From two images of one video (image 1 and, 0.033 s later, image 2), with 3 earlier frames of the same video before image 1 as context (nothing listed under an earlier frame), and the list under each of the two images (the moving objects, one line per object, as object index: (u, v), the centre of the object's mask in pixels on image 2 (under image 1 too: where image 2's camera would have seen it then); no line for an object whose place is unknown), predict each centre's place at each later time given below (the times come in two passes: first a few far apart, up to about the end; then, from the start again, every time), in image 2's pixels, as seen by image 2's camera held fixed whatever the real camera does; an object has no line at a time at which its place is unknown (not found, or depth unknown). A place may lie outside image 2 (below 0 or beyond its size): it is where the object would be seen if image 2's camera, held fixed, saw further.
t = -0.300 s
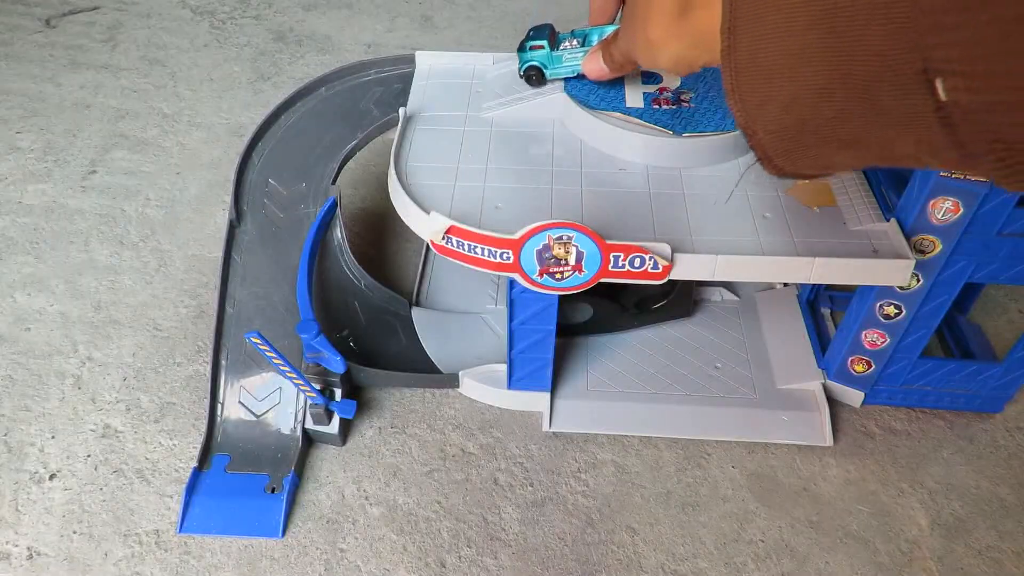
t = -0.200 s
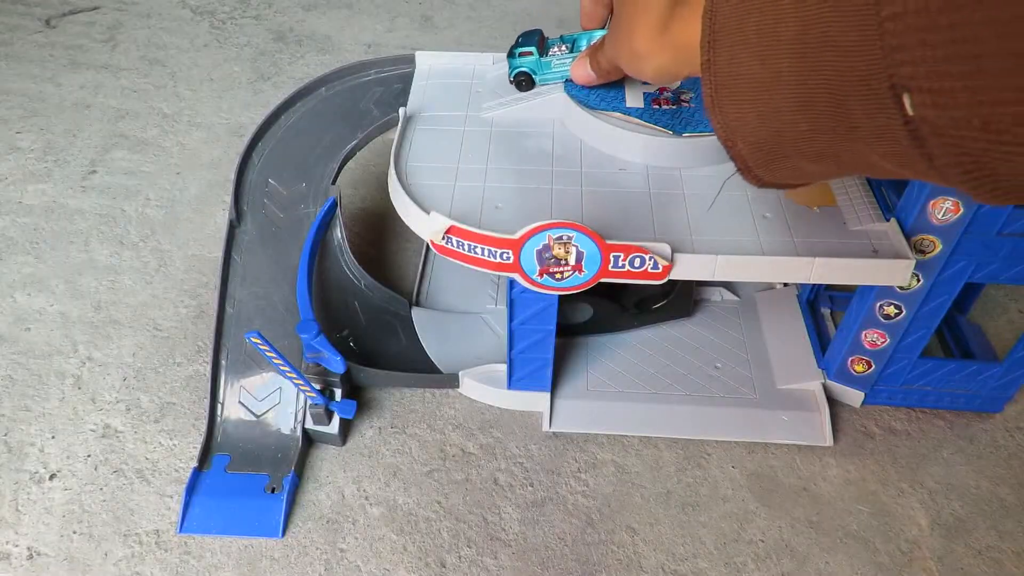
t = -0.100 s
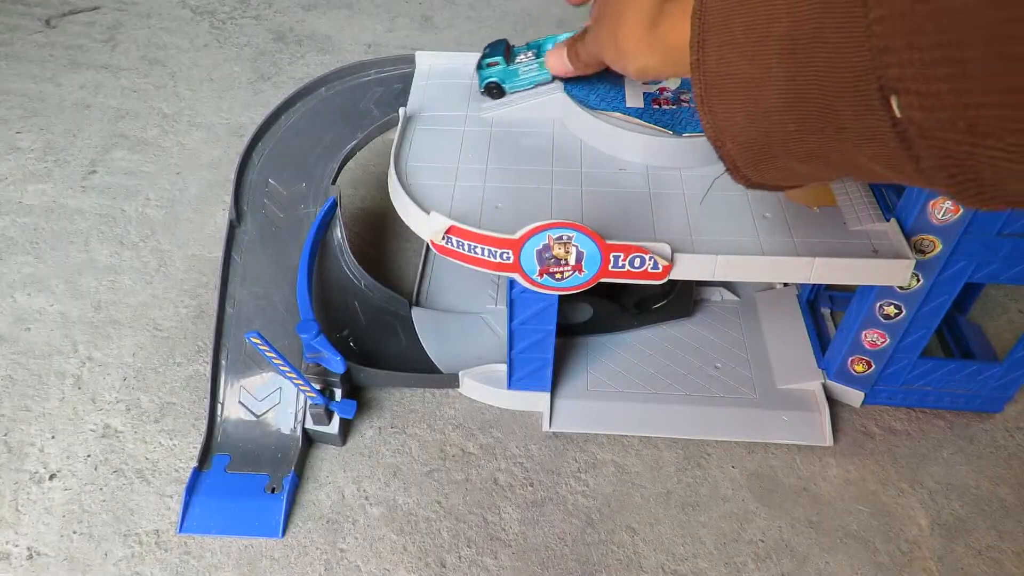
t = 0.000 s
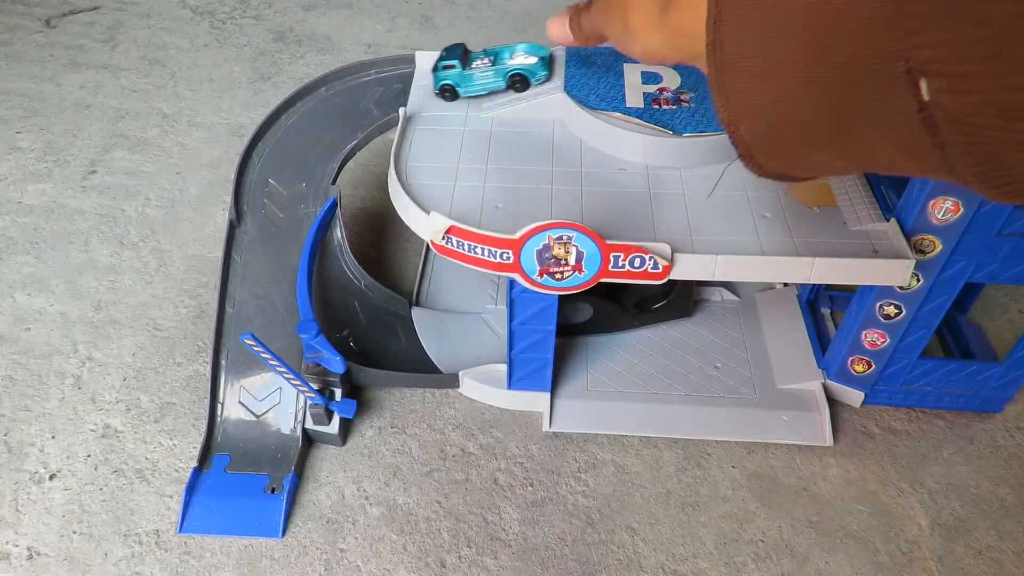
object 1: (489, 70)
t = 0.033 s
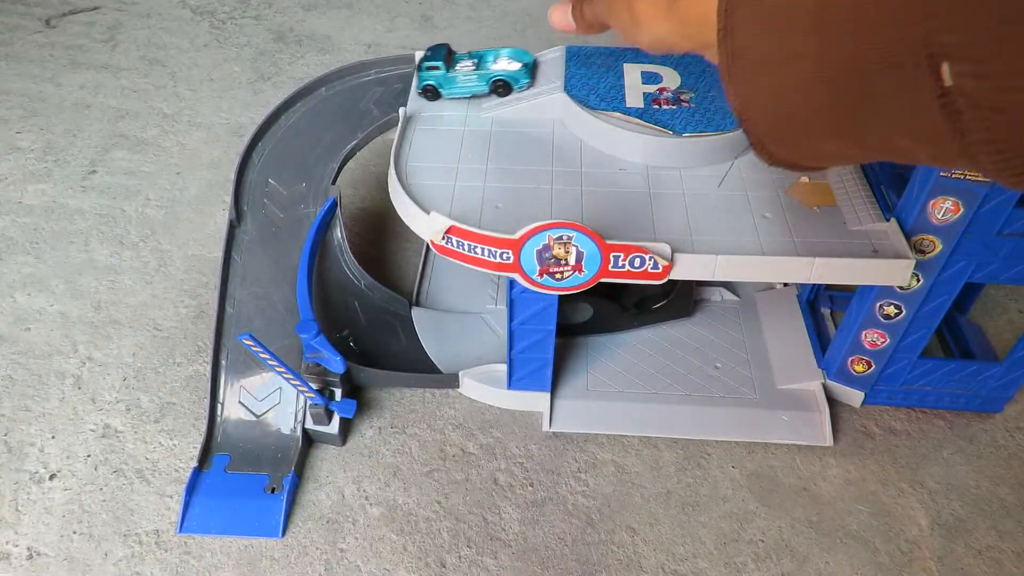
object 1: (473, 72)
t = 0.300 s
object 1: (327, 111)
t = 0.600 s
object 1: (262, 404)
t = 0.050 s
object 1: (464, 74)
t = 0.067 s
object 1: (455, 76)
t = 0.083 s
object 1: (445, 77)
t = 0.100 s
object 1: (436, 77)
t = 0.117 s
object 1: (427, 77)
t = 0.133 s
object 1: (417, 78)
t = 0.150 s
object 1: (408, 79)
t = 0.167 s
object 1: (397, 80)
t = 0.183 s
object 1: (388, 82)
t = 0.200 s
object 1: (377, 84)
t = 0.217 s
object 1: (367, 87)
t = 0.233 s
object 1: (359, 90)
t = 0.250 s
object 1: (350, 95)
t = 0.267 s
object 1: (342, 100)
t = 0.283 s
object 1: (335, 105)
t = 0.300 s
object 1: (327, 111)
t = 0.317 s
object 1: (320, 118)
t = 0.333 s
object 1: (313, 125)
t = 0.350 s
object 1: (306, 133)
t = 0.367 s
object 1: (299, 142)
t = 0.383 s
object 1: (293, 153)
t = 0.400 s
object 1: (288, 165)
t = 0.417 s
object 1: (285, 176)
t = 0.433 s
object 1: (284, 188)
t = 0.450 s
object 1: (284, 201)
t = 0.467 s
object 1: (283, 215)
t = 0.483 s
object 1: (281, 229)
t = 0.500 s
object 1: (279, 248)
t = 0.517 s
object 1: (276, 269)
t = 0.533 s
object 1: (275, 289)
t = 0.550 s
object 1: (274, 304)
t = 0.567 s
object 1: (269, 341)
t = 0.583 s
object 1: (267, 372)
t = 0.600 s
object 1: (262, 404)
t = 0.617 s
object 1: (252, 433)
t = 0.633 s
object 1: (249, 457)
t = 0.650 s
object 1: (242, 489)
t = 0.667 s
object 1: (235, 510)
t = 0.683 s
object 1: (229, 521)
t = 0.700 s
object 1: (226, 533)
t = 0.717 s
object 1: (224, 547)
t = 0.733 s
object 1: (220, 558)
